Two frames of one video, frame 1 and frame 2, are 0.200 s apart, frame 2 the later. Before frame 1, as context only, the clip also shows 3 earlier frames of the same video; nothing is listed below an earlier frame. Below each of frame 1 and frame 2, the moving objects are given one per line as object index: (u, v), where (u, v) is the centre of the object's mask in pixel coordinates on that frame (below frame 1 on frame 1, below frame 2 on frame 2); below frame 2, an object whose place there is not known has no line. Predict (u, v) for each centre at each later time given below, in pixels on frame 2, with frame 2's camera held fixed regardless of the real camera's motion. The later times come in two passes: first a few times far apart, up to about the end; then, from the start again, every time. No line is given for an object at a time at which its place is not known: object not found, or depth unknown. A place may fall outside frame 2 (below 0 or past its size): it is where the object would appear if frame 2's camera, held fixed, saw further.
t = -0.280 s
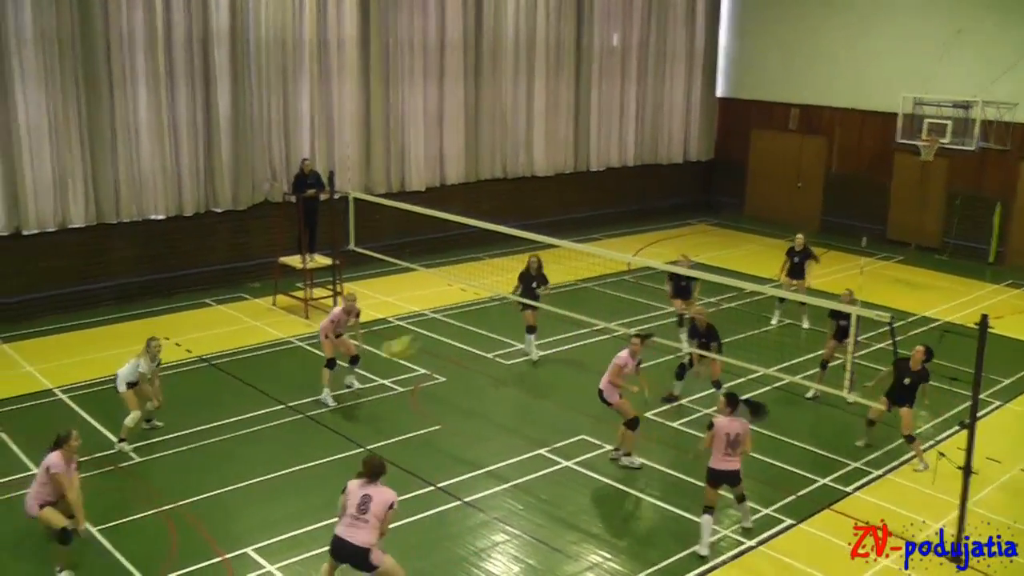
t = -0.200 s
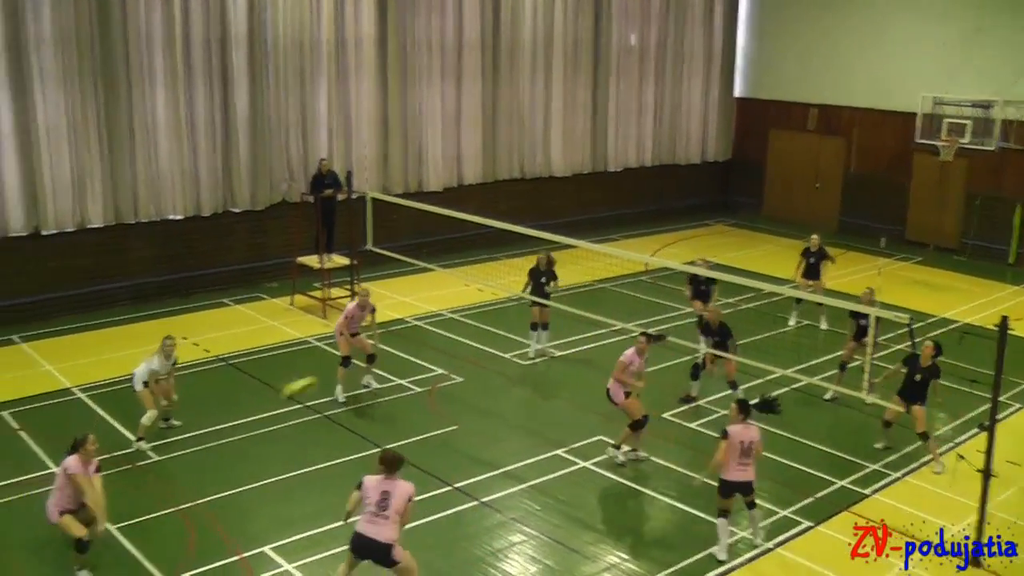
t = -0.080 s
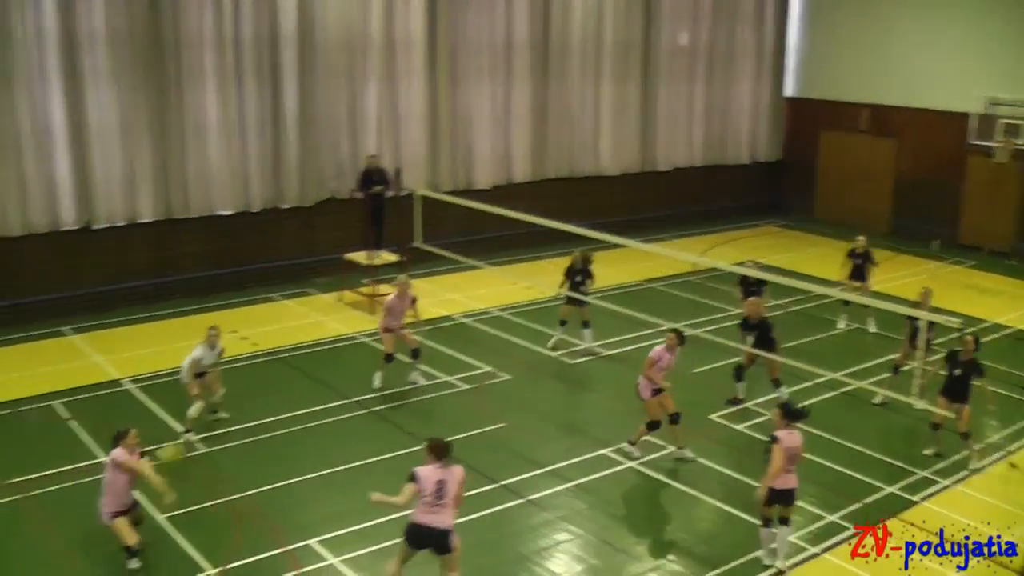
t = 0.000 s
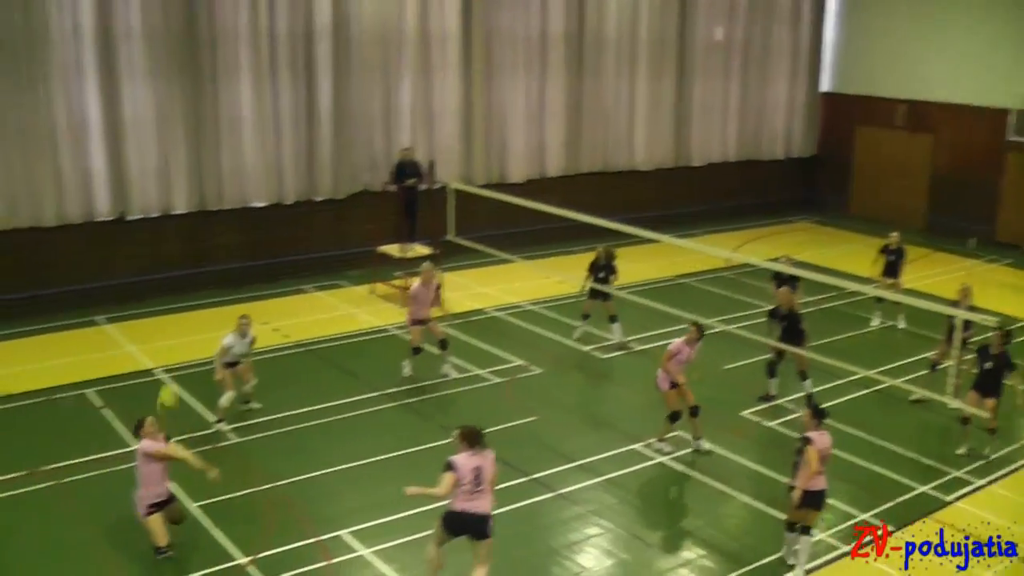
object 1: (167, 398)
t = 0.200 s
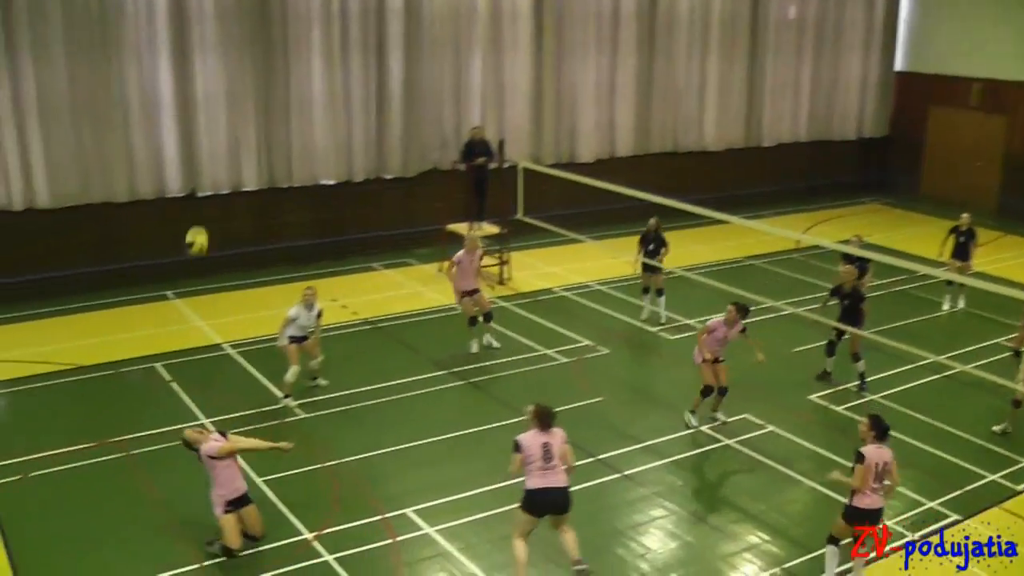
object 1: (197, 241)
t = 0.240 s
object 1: (189, 220)
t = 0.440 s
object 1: (151, 139)
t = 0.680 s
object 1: (110, 103)
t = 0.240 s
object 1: (189, 220)
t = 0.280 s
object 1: (181, 201)
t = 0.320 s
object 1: (174, 182)
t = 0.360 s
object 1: (166, 165)
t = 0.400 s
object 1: (159, 151)
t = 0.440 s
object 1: (151, 139)
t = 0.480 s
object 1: (144, 128)
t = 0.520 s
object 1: (137, 120)
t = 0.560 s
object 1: (129, 112)
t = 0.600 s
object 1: (123, 107)
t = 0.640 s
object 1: (117, 104)
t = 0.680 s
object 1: (110, 103)
